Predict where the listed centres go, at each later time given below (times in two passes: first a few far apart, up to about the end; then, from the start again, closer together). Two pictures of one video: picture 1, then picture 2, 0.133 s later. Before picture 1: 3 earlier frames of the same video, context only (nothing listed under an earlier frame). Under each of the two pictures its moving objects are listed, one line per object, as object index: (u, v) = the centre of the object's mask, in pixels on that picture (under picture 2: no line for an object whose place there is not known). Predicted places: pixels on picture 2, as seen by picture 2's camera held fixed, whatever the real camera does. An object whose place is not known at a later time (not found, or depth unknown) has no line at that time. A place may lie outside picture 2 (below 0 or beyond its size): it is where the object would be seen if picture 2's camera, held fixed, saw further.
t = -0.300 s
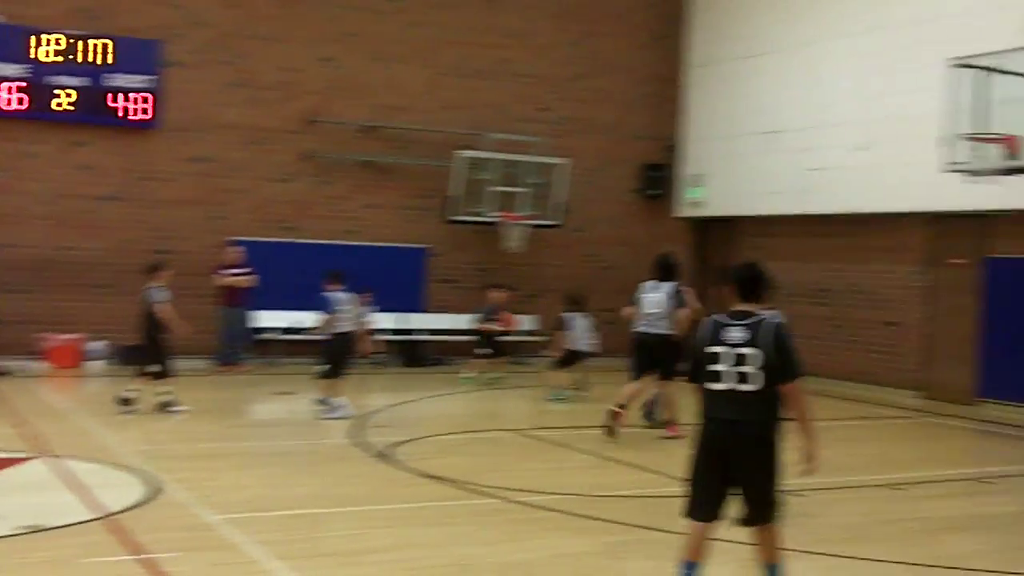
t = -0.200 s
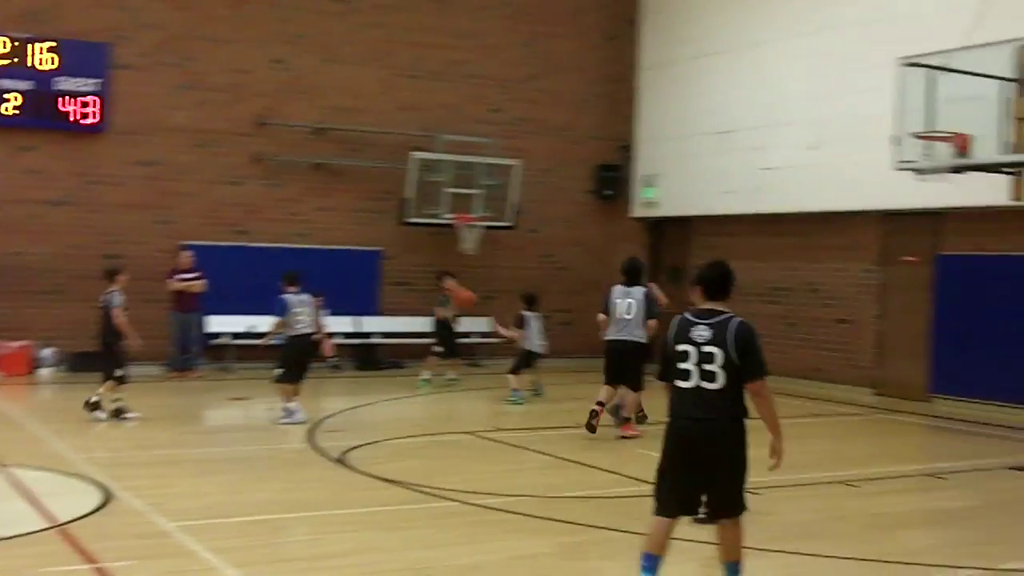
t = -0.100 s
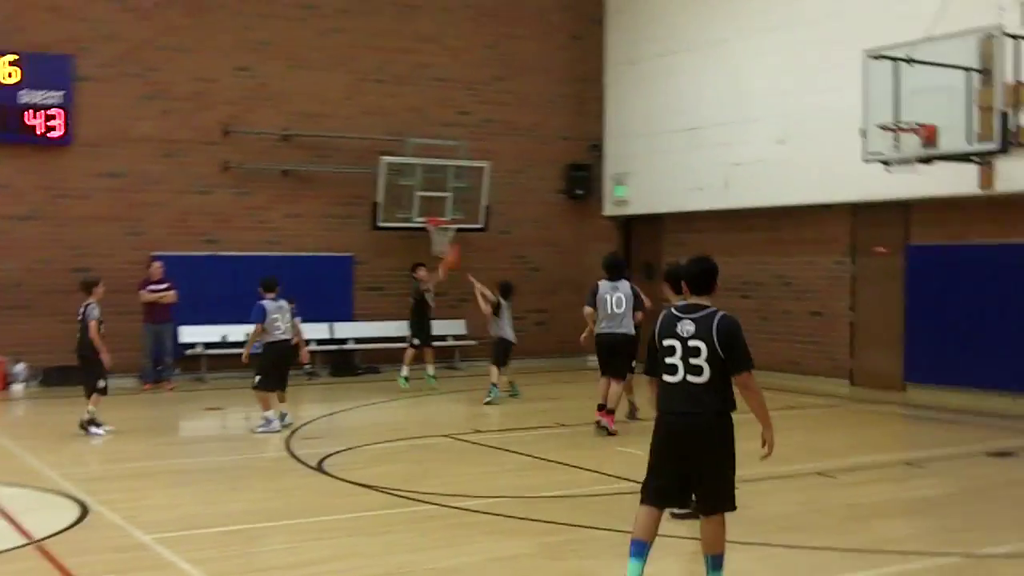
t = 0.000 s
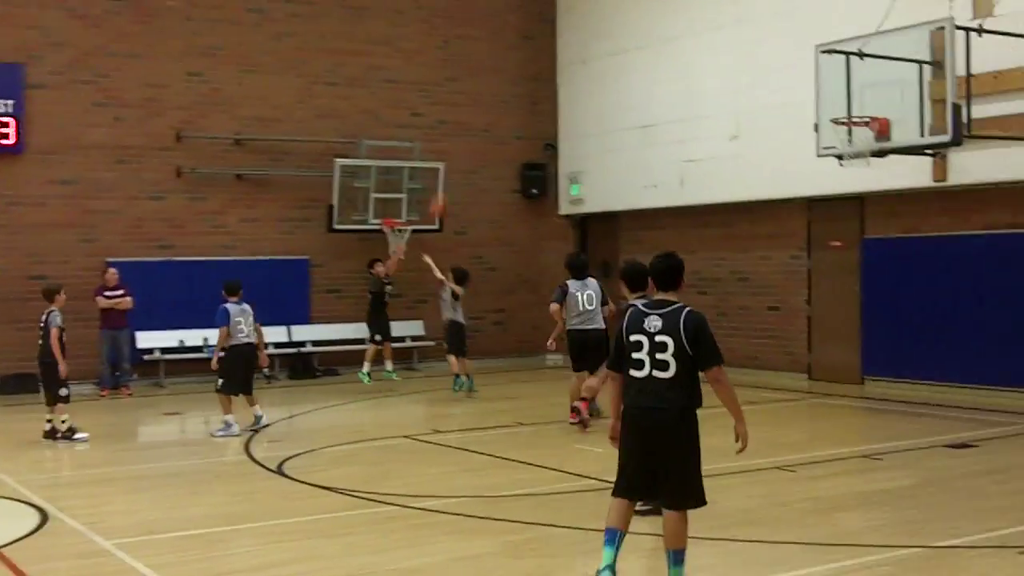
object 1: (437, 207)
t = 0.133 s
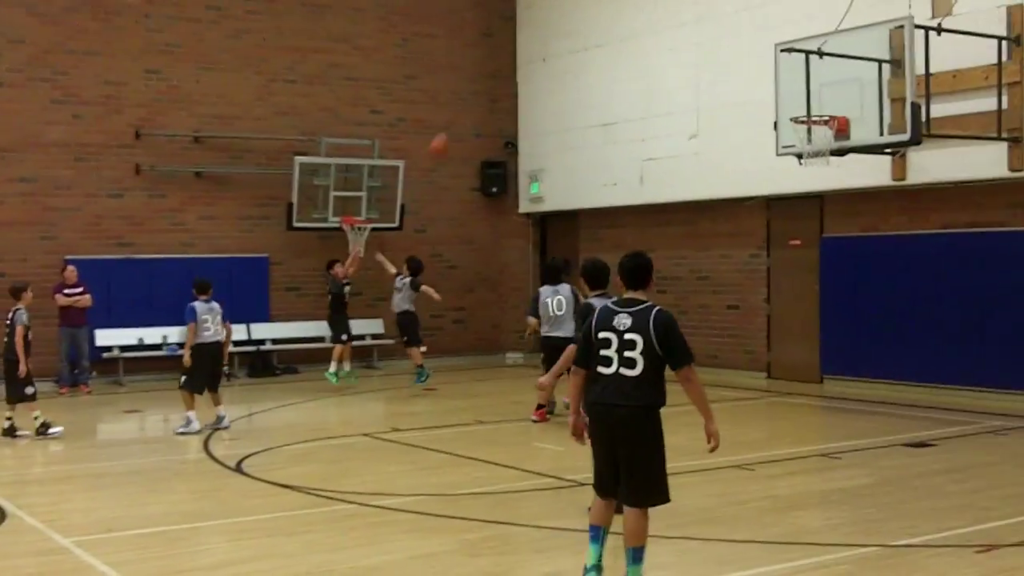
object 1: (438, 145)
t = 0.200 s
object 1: (460, 121)
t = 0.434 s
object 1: (538, 60)
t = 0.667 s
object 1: (623, 41)
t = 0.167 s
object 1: (450, 132)
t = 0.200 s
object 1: (460, 121)
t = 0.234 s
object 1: (471, 107)
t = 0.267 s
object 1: (482, 98)
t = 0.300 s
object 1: (493, 89)
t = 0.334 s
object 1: (503, 80)
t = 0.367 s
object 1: (513, 73)
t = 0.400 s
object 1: (526, 66)
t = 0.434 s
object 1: (538, 60)
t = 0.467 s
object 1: (549, 54)
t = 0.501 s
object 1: (561, 50)
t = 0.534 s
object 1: (573, 46)
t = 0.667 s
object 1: (623, 41)
